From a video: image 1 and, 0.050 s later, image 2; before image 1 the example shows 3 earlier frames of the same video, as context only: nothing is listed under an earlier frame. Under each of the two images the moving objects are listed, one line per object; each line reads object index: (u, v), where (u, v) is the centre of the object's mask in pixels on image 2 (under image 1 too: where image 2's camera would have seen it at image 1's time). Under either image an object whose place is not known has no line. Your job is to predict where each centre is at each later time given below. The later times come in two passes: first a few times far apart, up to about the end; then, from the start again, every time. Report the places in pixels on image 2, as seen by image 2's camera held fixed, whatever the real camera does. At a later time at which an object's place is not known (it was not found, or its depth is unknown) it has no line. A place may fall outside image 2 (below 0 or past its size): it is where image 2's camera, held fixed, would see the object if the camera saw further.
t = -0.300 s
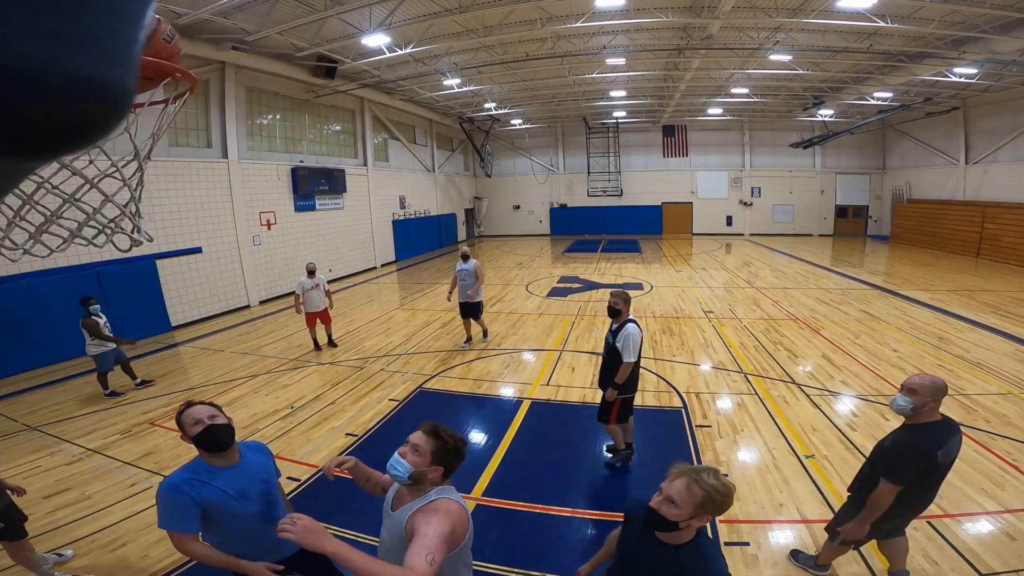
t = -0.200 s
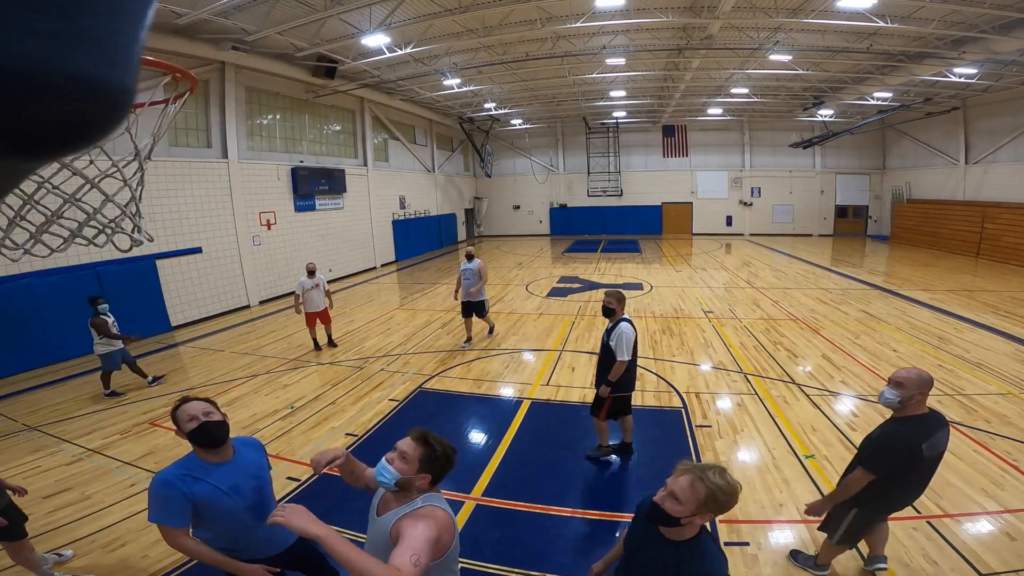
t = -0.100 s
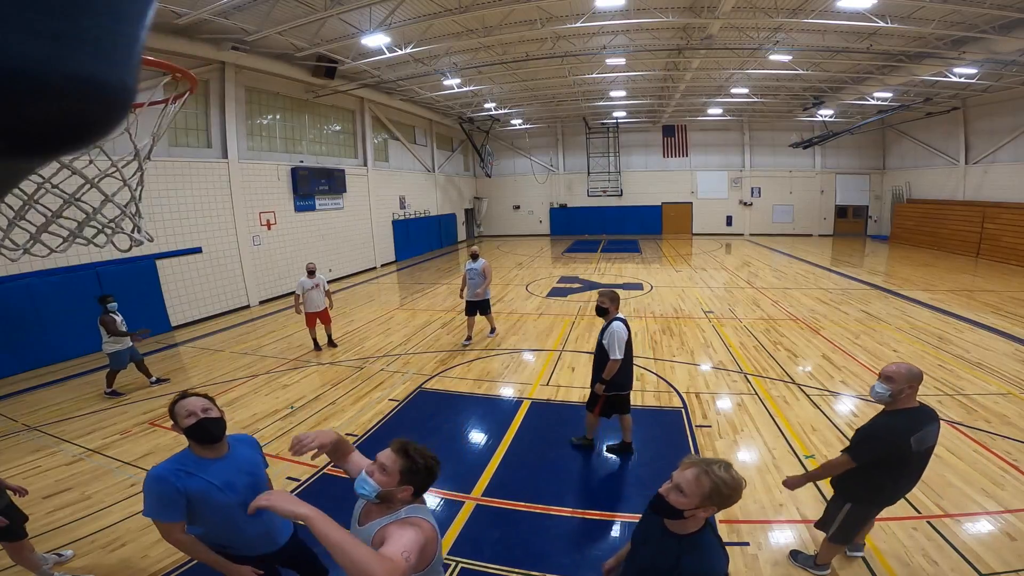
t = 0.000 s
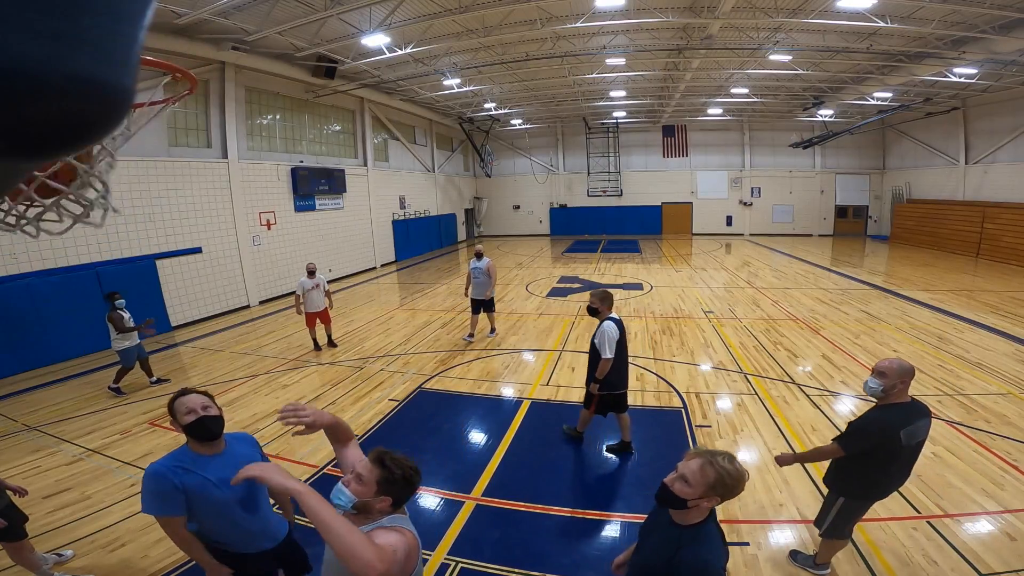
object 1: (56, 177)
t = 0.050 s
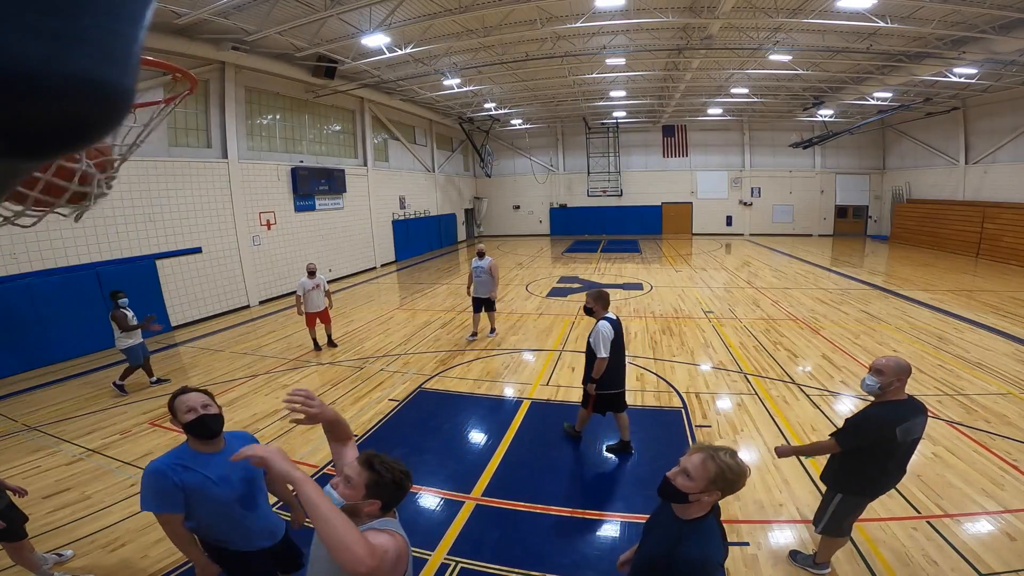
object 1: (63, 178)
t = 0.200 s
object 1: (117, 190)
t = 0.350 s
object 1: (121, 248)
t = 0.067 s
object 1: (59, 186)
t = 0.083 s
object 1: (71, 178)
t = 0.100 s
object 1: (87, 187)
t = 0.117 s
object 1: (84, 189)
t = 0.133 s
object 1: (94, 178)
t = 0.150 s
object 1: (97, 180)
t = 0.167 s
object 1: (102, 198)
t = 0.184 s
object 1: (107, 184)
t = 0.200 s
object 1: (117, 190)
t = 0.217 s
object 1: (113, 191)
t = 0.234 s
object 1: (116, 196)
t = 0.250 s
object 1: (118, 201)
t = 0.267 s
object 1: (127, 207)
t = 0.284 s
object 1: (117, 219)
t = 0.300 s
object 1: (119, 220)
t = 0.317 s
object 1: (120, 228)
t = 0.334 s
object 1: (121, 245)
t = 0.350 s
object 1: (121, 248)
